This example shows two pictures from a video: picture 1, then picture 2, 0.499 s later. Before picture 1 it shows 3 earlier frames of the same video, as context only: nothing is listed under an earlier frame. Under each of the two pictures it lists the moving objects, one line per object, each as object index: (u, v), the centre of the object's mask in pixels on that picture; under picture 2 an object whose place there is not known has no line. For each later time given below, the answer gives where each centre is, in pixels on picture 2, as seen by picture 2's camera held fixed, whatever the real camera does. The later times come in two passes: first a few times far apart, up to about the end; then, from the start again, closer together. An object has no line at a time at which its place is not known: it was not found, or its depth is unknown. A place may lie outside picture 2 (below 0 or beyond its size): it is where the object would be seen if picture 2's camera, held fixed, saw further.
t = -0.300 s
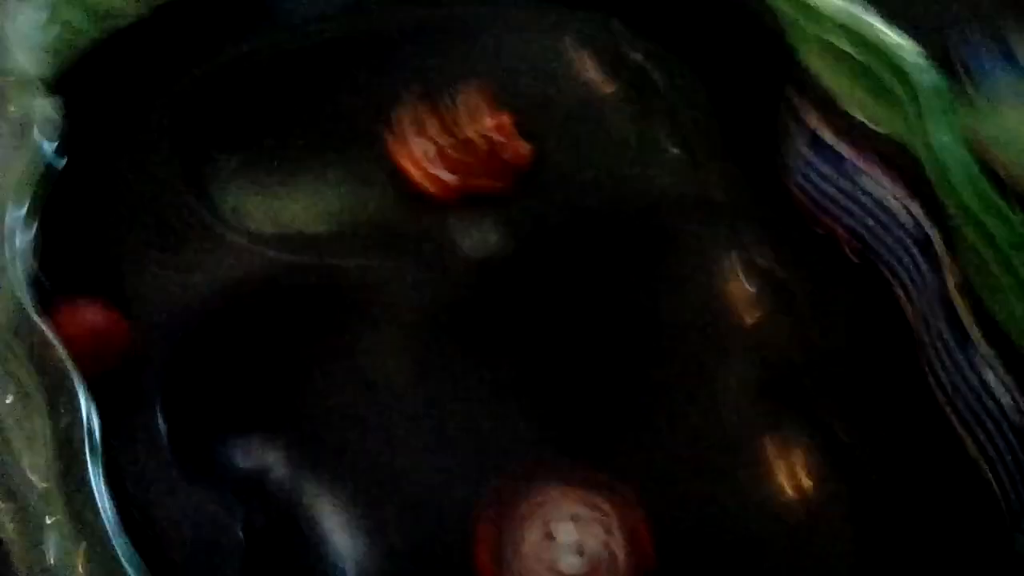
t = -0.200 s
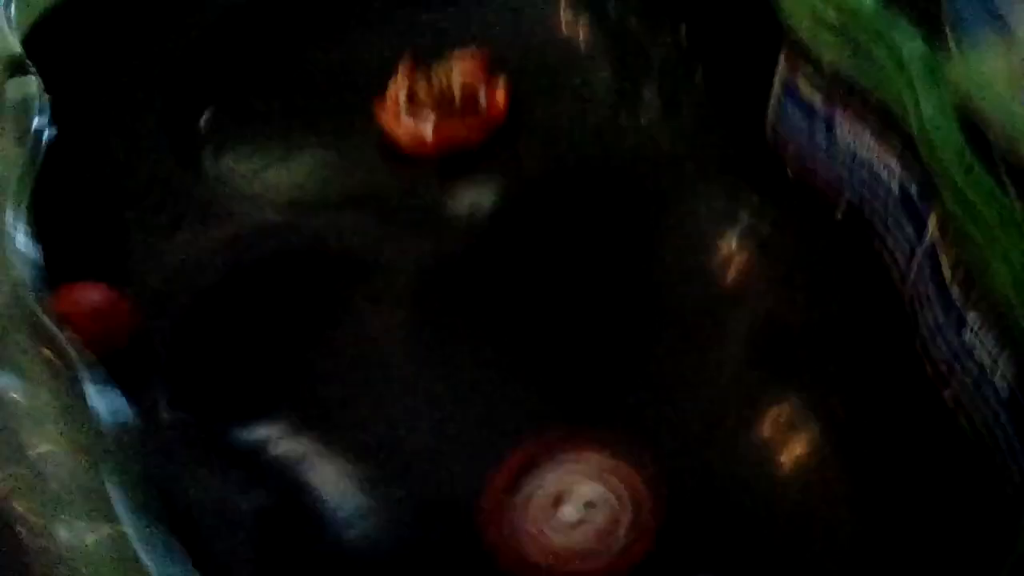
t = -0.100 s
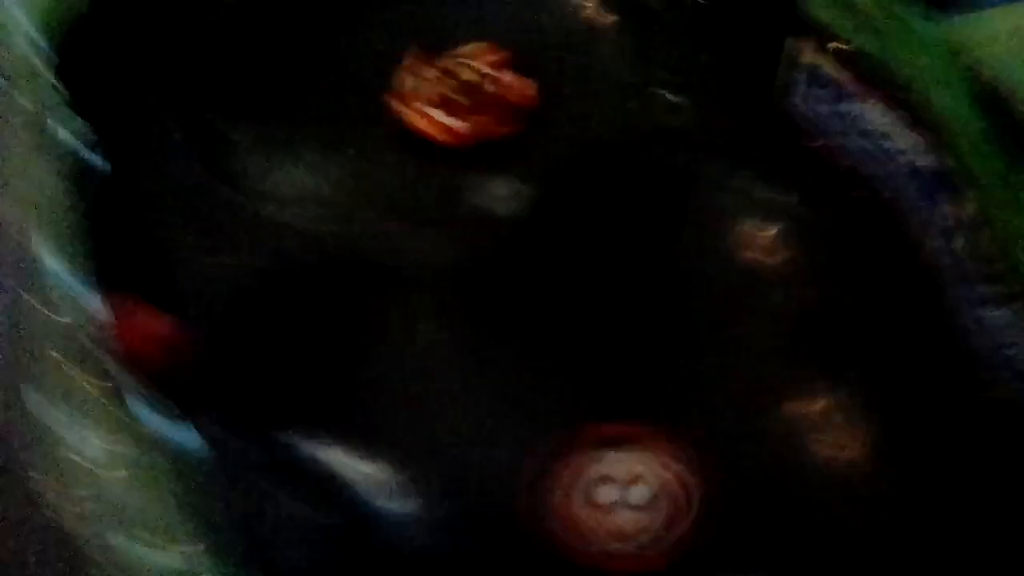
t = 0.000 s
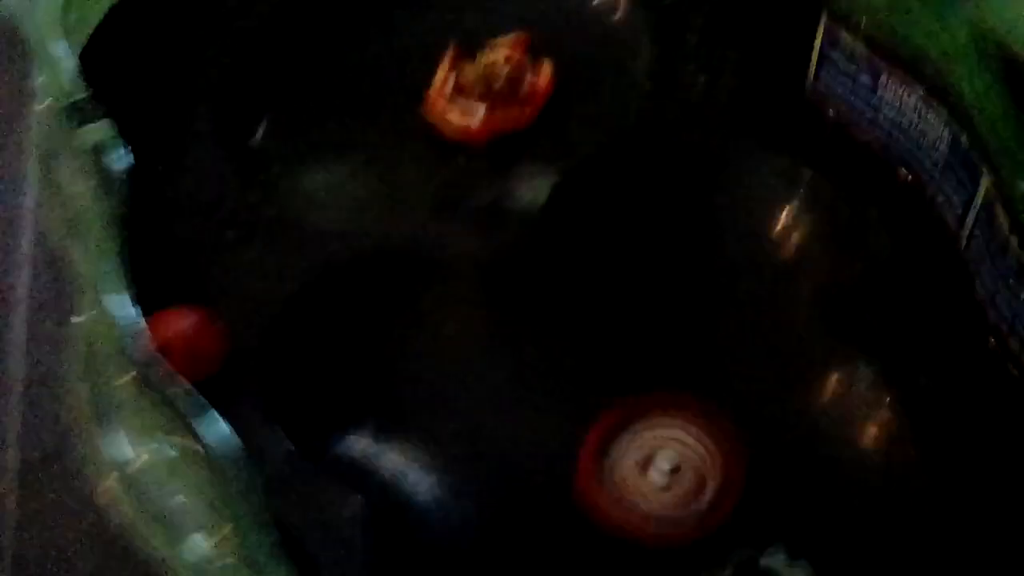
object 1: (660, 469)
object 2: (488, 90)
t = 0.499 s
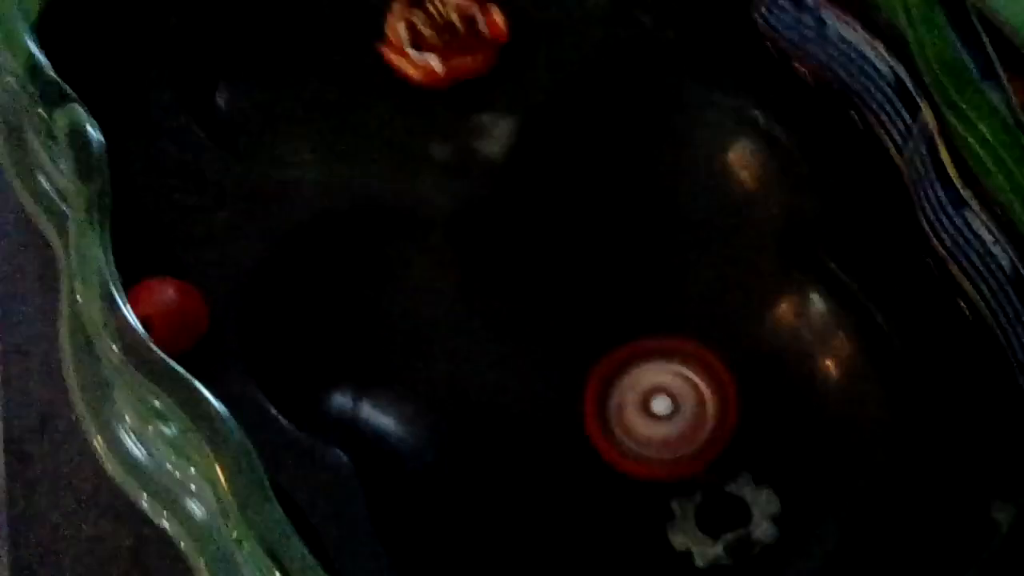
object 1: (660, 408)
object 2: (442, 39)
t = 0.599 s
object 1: (660, 415)
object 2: (441, 36)
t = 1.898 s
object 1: (659, 405)
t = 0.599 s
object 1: (660, 415)
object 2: (441, 36)
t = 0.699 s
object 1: (653, 423)
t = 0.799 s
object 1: (646, 431)
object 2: (440, 37)
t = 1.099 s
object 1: (627, 441)
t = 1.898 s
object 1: (659, 405)
